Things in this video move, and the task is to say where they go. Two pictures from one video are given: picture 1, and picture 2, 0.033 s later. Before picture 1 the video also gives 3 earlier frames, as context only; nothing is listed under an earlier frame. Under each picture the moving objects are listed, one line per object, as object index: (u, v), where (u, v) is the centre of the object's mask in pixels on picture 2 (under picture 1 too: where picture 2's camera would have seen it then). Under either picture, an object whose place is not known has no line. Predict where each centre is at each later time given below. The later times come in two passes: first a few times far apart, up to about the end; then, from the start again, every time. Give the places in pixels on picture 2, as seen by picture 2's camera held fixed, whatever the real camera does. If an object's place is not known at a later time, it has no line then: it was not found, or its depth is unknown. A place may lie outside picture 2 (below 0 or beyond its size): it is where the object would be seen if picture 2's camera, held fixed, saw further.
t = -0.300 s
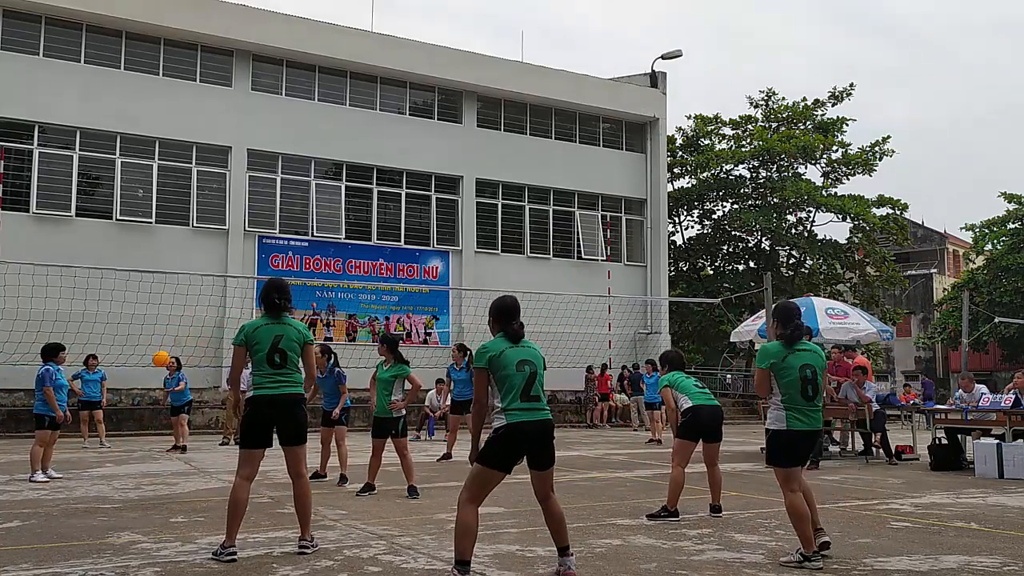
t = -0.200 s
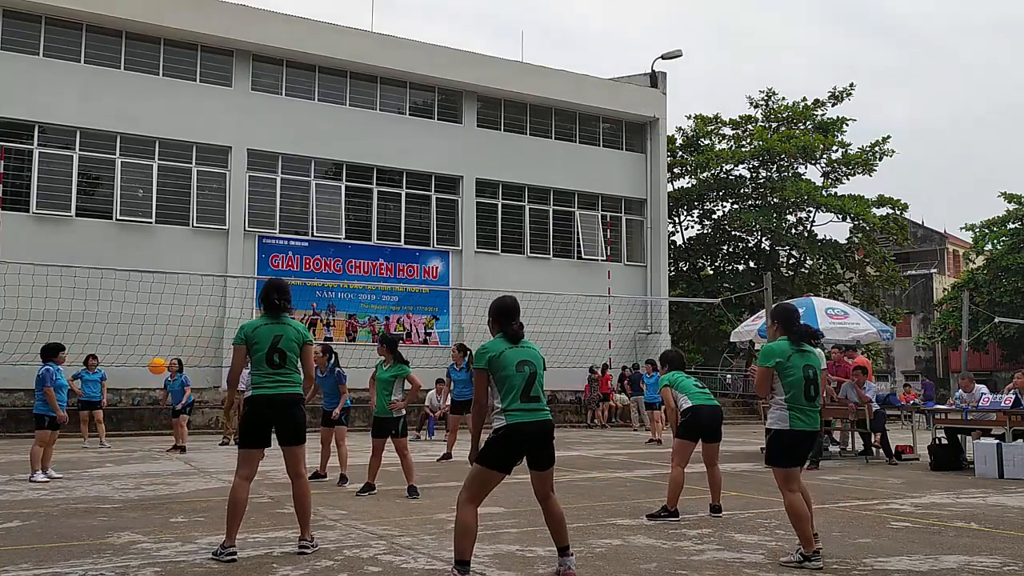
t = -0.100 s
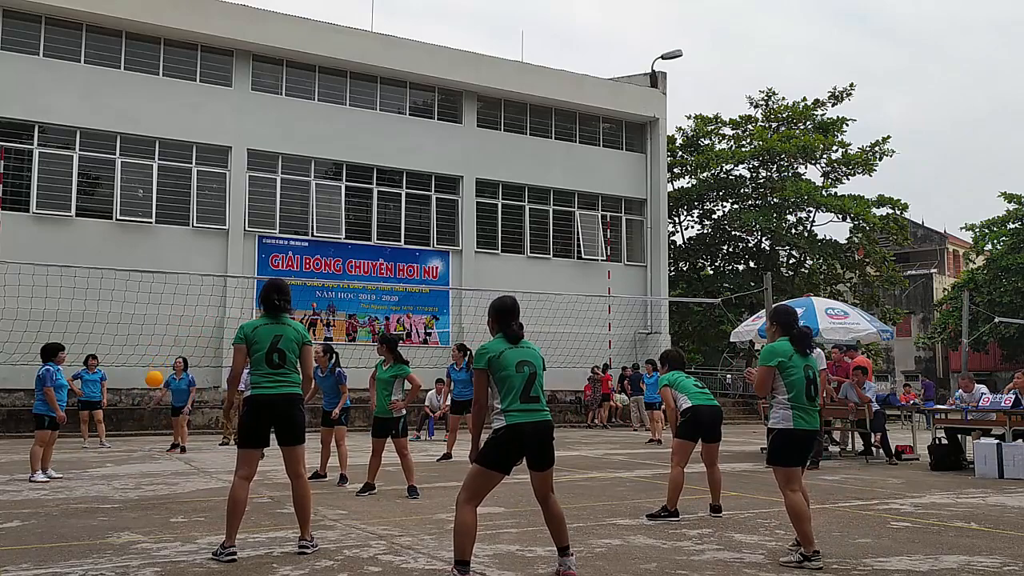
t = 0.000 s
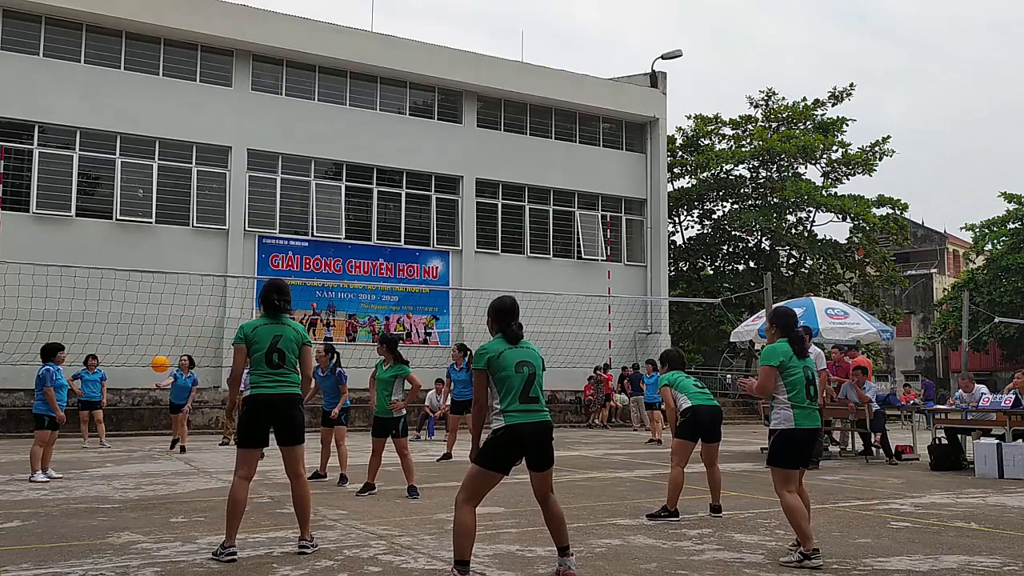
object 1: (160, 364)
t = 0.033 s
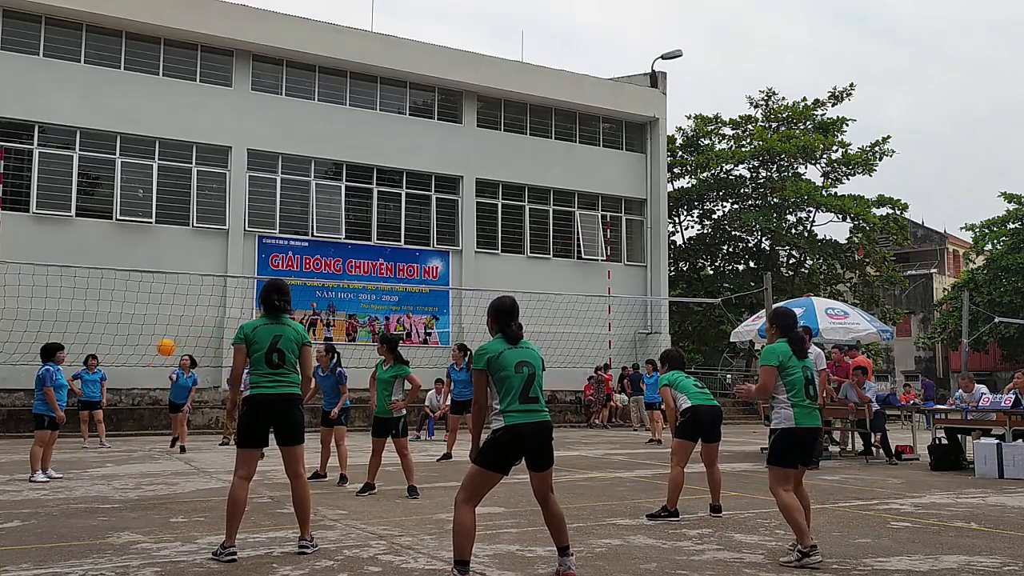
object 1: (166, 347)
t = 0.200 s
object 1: (197, 271)
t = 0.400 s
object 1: (234, 200)
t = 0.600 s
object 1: (276, 157)
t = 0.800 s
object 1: (322, 146)
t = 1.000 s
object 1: (373, 175)
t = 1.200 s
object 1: (429, 254)
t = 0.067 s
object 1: (171, 331)
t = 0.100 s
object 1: (177, 315)
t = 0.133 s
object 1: (184, 300)
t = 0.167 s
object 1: (190, 285)
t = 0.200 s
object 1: (197, 271)
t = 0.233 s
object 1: (203, 258)
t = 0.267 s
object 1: (209, 245)
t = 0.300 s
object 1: (215, 233)
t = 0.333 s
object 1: (222, 221)
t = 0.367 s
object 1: (228, 210)
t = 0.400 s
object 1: (234, 200)
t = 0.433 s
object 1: (242, 191)
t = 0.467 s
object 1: (248, 183)
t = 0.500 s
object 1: (255, 175)
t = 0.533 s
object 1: (262, 168)
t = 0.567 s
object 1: (269, 162)
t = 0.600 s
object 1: (276, 157)
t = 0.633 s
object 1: (284, 153)
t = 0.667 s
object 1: (291, 150)
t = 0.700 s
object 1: (299, 148)
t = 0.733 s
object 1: (306, 146)
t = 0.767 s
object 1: (314, 146)
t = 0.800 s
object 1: (322, 146)
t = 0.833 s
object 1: (330, 148)
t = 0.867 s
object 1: (339, 151)
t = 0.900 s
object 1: (347, 155)
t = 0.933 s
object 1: (356, 160)
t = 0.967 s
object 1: (364, 167)
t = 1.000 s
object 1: (373, 175)
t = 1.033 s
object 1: (382, 185)
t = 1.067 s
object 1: (391, 195)
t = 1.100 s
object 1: (400, 208)
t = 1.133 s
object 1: (409, 222)
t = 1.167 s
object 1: (419, 237)
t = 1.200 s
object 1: (429, 254)
